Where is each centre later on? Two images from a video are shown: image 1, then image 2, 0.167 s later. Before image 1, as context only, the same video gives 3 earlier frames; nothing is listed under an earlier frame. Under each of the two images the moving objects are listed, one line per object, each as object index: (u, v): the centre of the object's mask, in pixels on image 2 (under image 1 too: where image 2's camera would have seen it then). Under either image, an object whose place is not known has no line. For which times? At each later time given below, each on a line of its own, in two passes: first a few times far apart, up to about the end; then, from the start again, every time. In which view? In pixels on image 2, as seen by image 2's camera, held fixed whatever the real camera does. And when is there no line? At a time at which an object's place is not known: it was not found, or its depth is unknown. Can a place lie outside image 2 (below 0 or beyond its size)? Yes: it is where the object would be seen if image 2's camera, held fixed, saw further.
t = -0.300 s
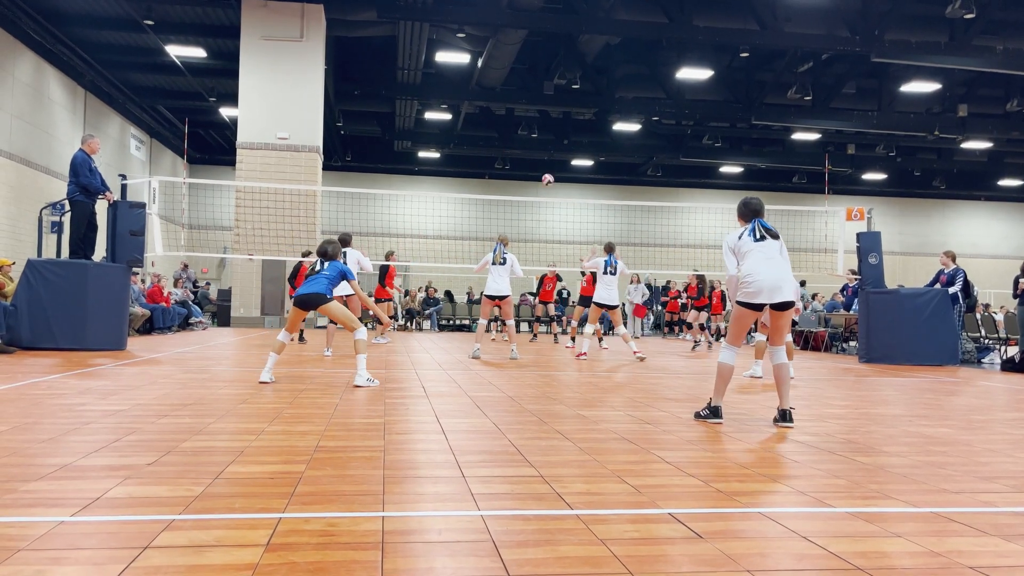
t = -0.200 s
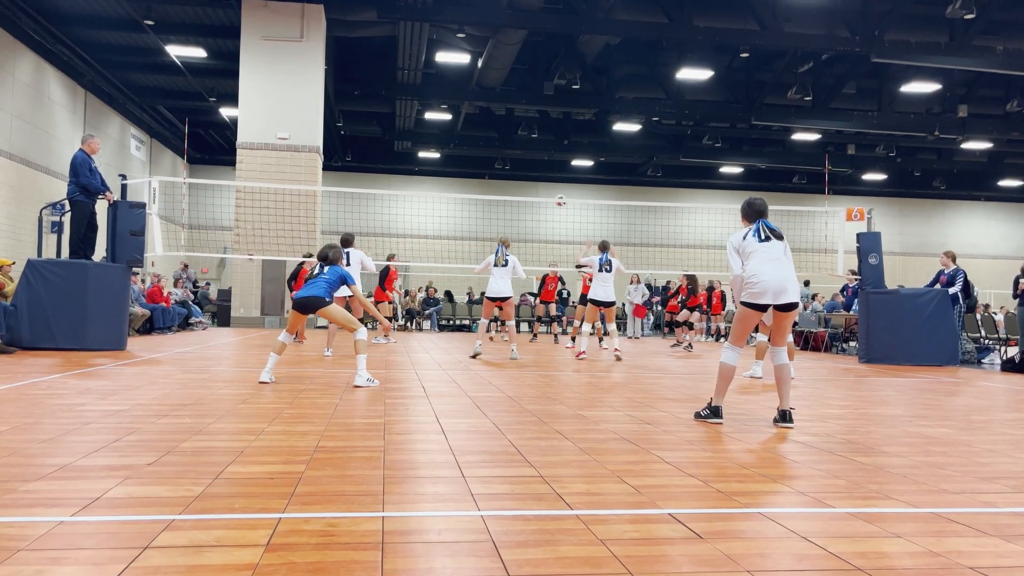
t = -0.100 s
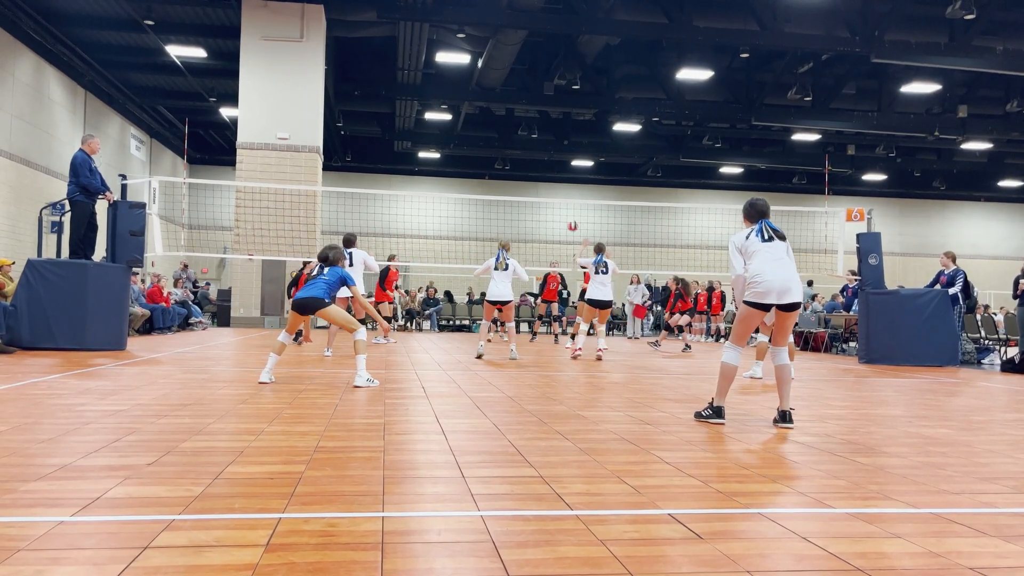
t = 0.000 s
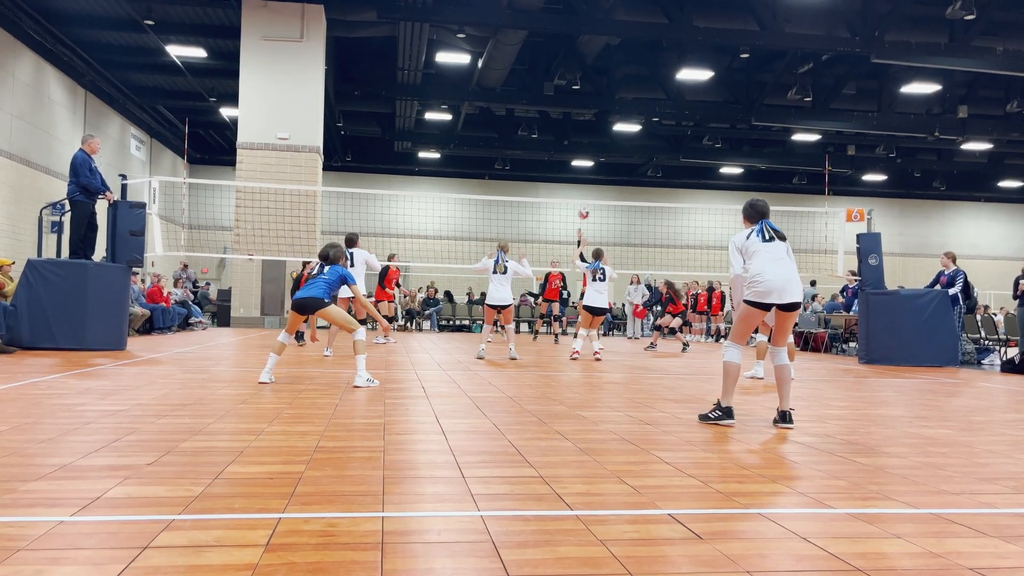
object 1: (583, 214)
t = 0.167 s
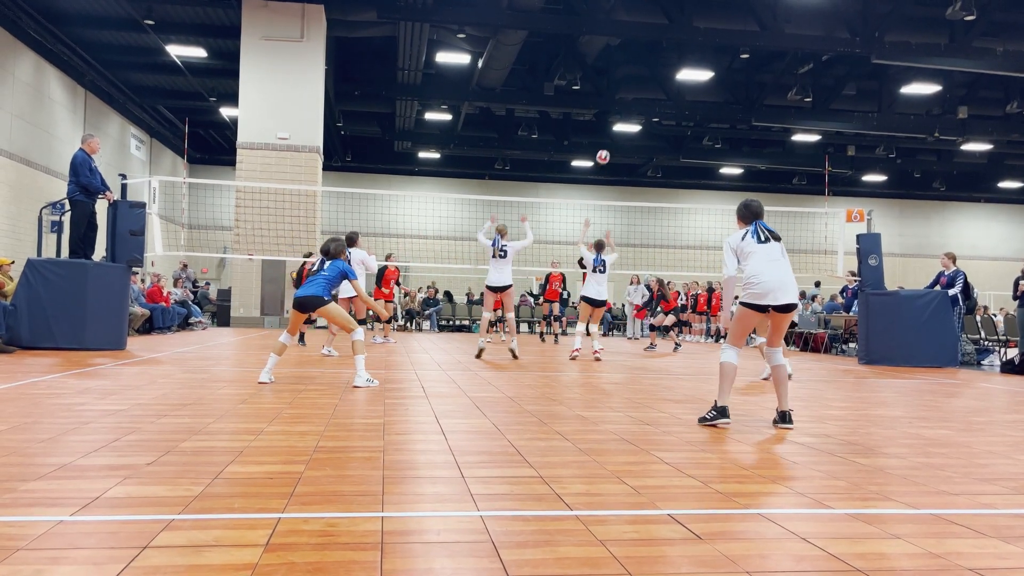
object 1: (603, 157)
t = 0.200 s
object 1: (607, 147)
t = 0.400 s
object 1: (636, 94)
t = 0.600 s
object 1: (672, 61)
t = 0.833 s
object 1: (727, 60)
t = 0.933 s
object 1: (757, 78)
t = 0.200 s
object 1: (607, 147)
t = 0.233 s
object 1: (611, 137)
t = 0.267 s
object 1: (615, 128)
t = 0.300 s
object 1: (621, 117)
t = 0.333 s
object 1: (626, 110)
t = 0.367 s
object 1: (631, 102)
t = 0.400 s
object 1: (636, 94)
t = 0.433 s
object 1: (641, 87)
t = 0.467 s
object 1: (647, 80)
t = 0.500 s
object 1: (653, 74)
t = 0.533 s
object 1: (659, 69)
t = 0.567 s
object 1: (665, 64)
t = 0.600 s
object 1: (672, 61)
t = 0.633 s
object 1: (679, 57)
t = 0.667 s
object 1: (686, 55)
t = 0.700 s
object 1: (693, 54)
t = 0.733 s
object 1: (701, 54)
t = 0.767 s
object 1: (709, 55)
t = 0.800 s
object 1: (718, 57)
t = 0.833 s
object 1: (727, 60)
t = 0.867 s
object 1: (737, 64)
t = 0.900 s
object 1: (747, 70)
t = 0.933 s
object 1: (757, 78)
